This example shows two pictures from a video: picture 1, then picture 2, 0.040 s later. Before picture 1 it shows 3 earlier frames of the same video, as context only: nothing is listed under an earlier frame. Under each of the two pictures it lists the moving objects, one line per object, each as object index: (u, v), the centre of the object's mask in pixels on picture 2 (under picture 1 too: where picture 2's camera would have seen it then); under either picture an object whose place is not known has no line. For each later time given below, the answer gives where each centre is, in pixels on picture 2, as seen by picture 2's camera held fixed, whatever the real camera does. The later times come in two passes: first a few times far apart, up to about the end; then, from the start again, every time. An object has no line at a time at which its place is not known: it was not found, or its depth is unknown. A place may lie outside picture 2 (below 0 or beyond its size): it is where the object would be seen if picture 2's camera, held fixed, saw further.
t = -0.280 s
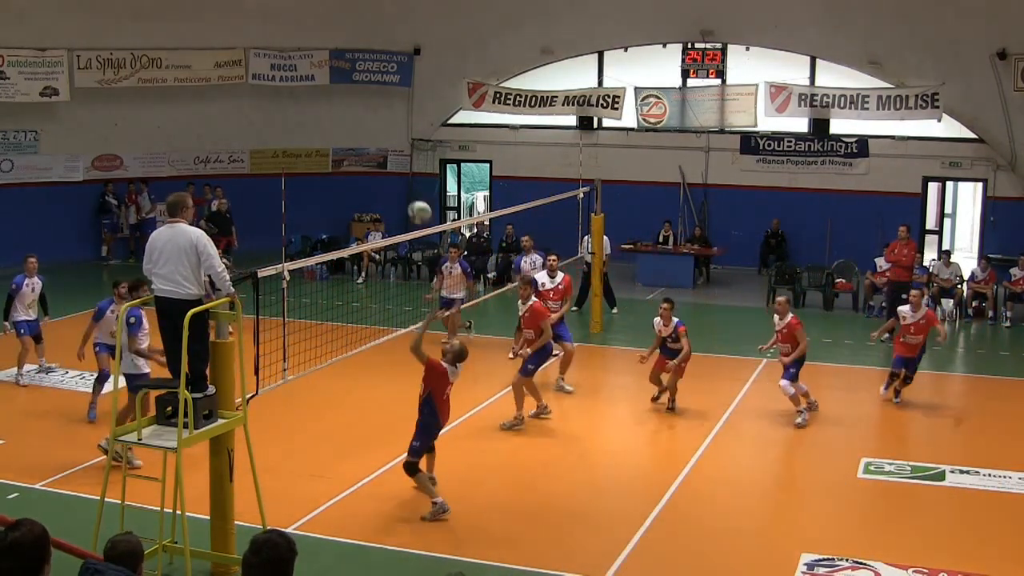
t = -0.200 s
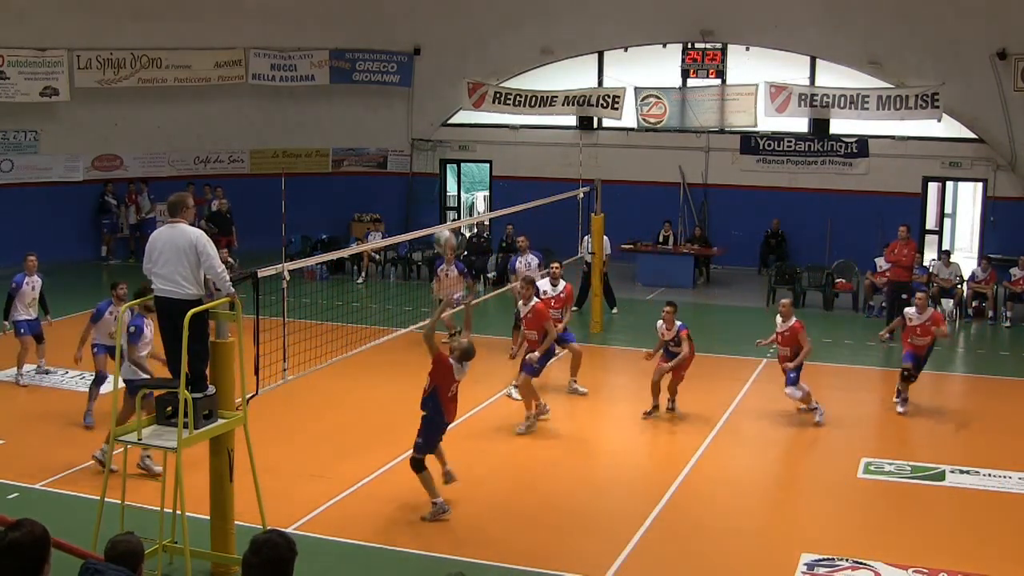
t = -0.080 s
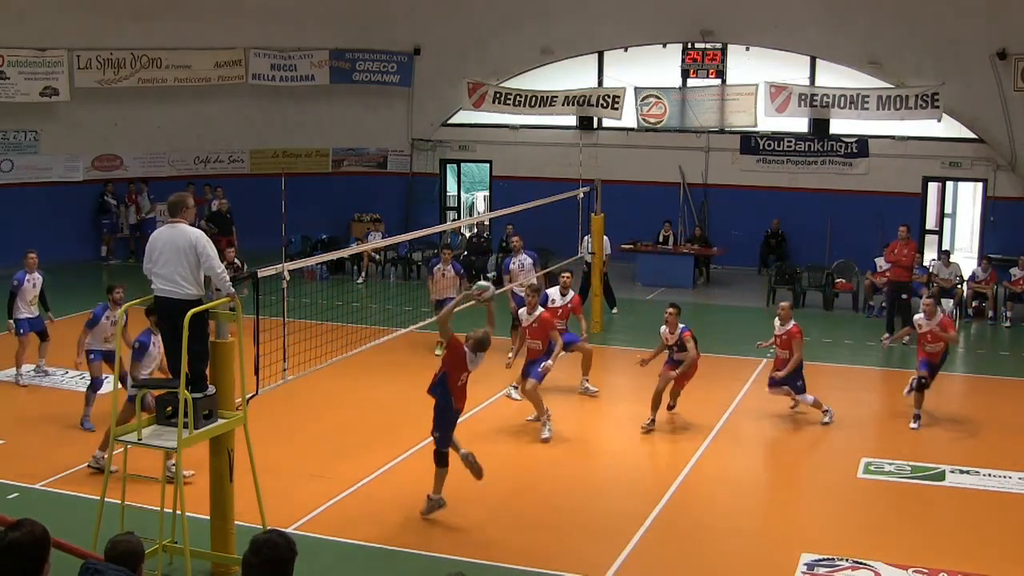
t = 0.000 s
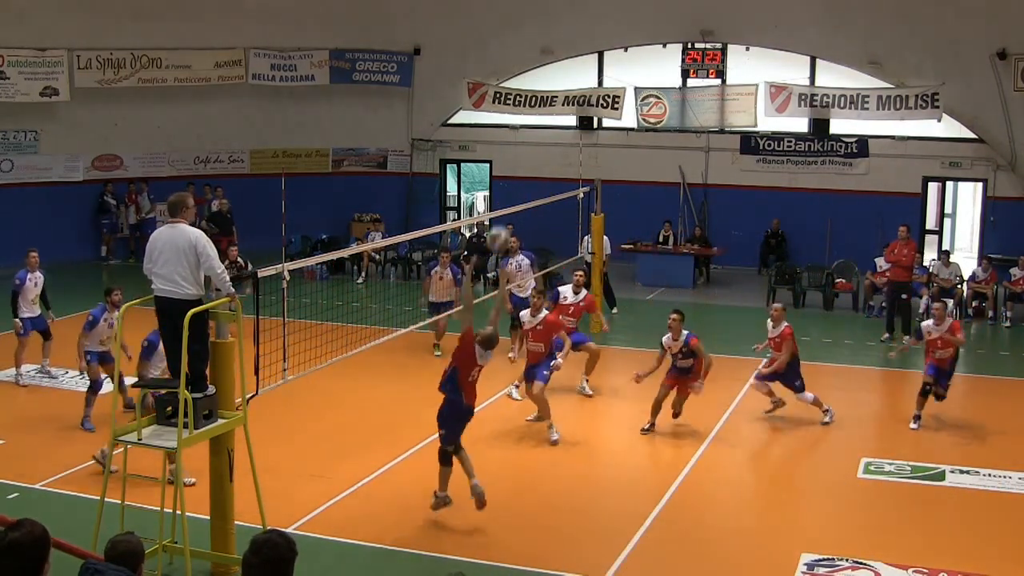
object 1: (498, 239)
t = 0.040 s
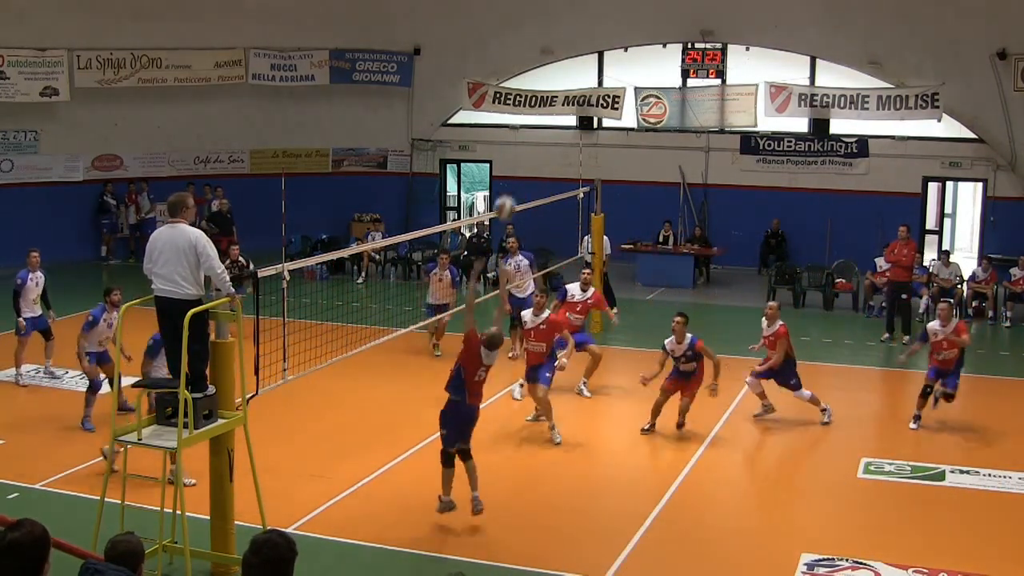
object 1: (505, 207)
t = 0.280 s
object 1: (541, 71)
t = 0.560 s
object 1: (576, 4)
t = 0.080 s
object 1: (511, 180)
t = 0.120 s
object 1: (518, 153)
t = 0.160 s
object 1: (523, 131)
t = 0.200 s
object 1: (530, 108)
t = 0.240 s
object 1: (535, 88)
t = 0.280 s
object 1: (541, 71)
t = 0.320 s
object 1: (546, 55)
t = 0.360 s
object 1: (551, 41)
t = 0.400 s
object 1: (556, 30)
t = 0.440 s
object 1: (561, 20)
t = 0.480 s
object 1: (566, 12)
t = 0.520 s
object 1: (571, 7)
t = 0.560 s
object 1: (576, 4)
